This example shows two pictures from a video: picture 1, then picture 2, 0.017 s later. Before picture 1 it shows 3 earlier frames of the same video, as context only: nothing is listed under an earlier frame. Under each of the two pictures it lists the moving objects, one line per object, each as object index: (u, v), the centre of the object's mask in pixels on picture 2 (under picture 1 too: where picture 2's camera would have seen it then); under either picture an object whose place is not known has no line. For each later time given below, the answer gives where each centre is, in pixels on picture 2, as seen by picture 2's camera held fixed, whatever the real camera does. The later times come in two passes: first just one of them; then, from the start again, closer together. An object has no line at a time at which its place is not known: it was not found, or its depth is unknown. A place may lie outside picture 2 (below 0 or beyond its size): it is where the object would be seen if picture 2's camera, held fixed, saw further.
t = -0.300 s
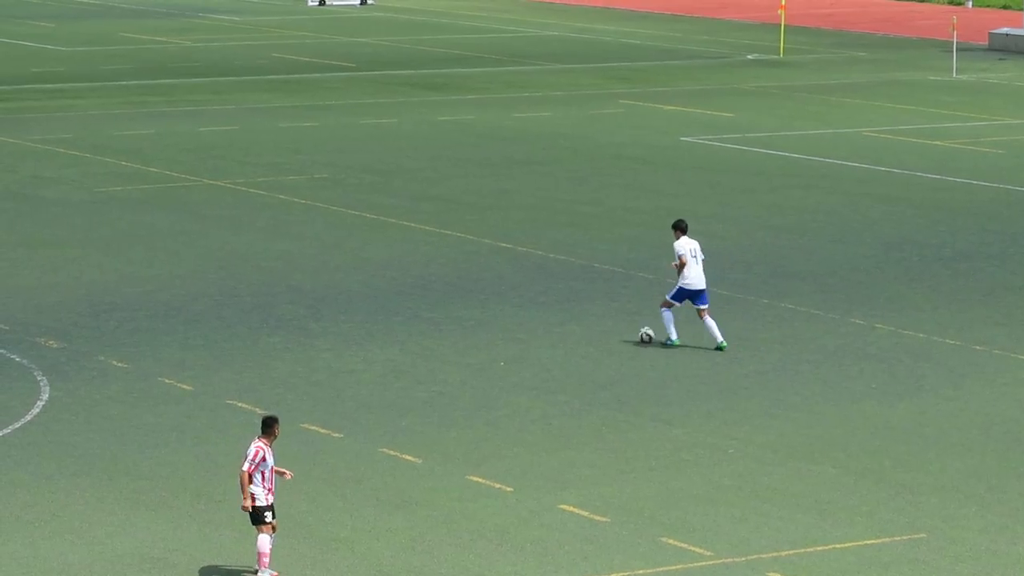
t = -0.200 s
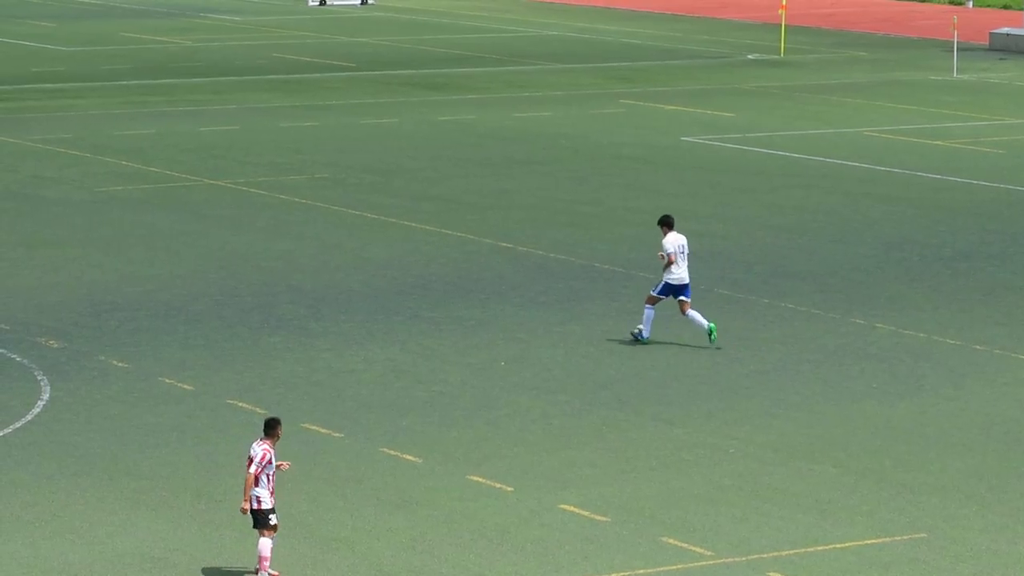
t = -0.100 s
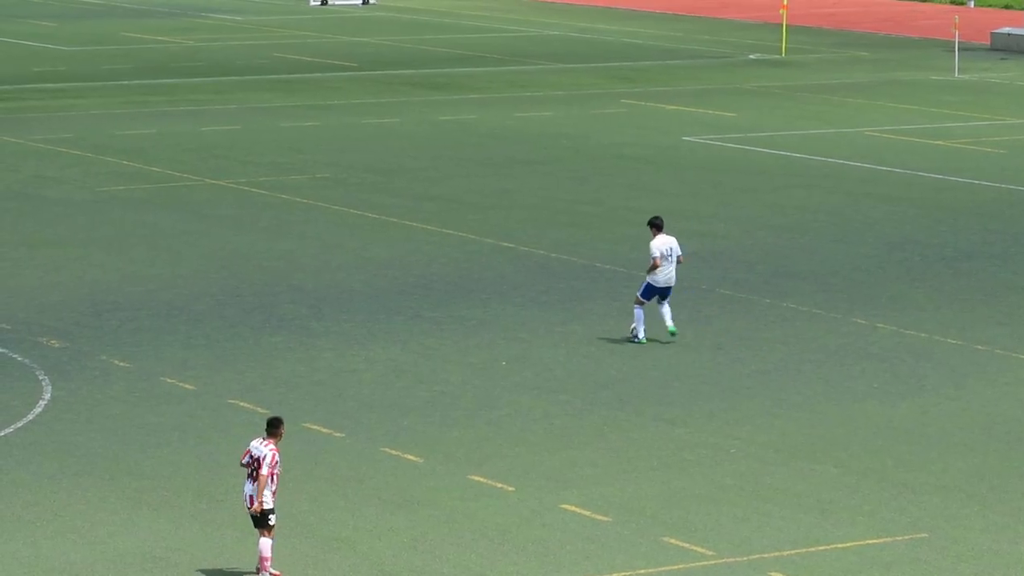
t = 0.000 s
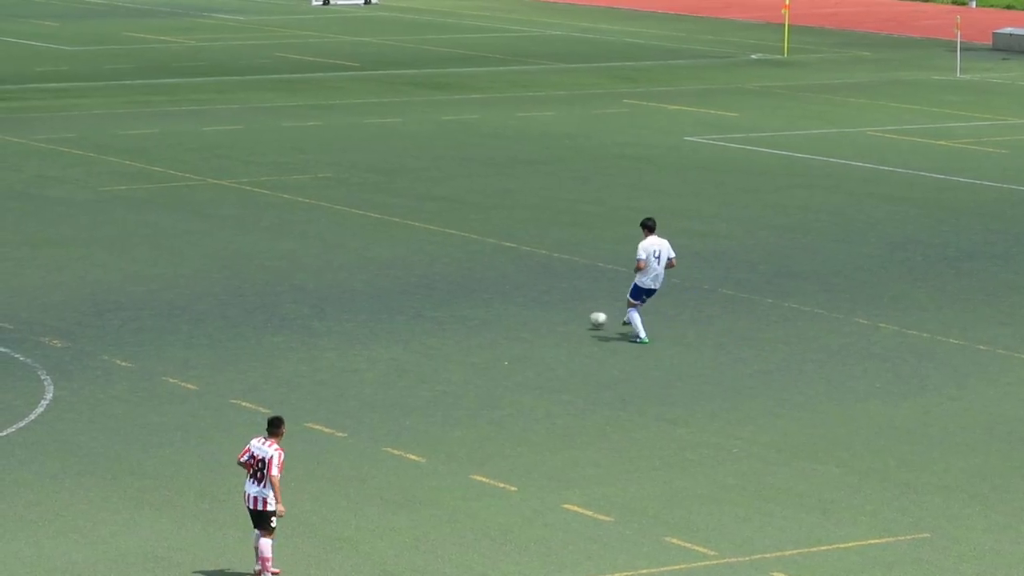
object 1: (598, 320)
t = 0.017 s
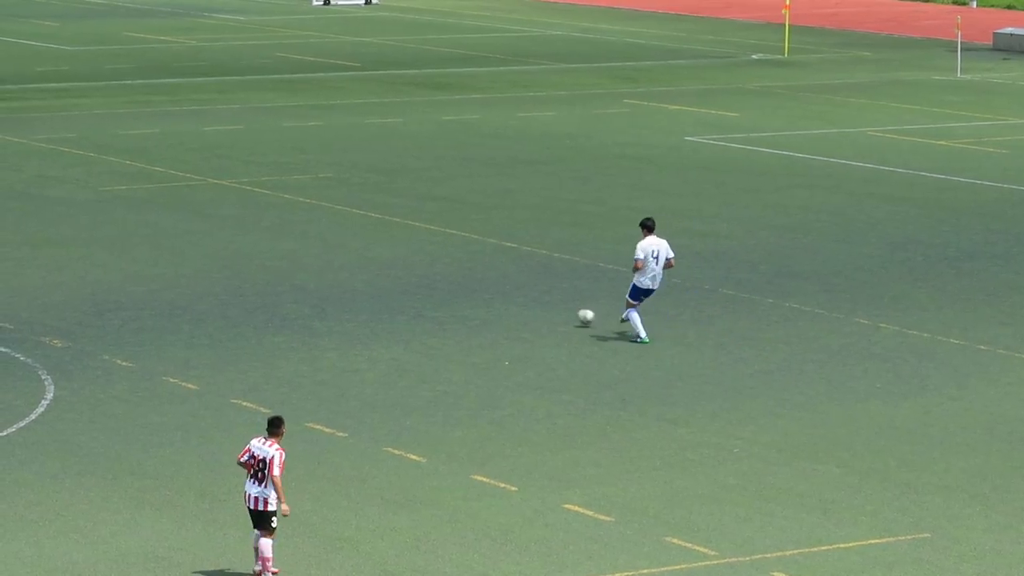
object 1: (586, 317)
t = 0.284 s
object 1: (399, 281)
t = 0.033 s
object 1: (573, 314)
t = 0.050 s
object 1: (560, 312)
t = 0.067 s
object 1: (548, 310)
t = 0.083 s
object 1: (535, 308)
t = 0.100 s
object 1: (521, 306)
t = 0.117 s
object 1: (509, 304)
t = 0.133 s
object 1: (498, 303)
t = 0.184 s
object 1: (463, 295)
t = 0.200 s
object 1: (452, 292)
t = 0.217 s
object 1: (442, 289)
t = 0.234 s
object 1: (431, 287)
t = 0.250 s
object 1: (420, 285)
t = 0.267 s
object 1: (410, 283)
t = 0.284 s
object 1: (399, 281)
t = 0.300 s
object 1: (389, 280)
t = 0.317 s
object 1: (379, 278)
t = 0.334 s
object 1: (369, 277)
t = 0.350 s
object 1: (358, 277)
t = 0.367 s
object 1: (349, 277)
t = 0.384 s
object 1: (339, 276)
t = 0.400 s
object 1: (329, 276)
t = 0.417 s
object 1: (320, 273)
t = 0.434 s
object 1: (311, 271)
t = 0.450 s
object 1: (303, 268)
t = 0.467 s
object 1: (294, 266)
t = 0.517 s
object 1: (269, 261)
